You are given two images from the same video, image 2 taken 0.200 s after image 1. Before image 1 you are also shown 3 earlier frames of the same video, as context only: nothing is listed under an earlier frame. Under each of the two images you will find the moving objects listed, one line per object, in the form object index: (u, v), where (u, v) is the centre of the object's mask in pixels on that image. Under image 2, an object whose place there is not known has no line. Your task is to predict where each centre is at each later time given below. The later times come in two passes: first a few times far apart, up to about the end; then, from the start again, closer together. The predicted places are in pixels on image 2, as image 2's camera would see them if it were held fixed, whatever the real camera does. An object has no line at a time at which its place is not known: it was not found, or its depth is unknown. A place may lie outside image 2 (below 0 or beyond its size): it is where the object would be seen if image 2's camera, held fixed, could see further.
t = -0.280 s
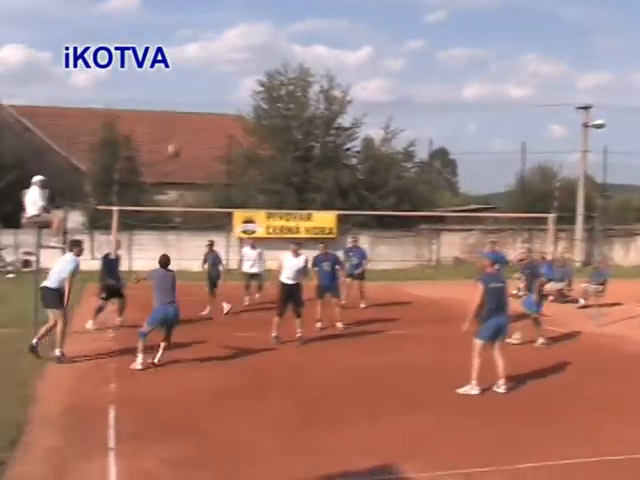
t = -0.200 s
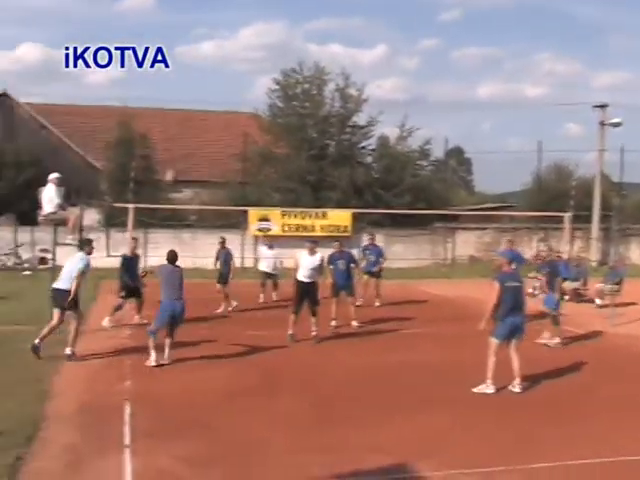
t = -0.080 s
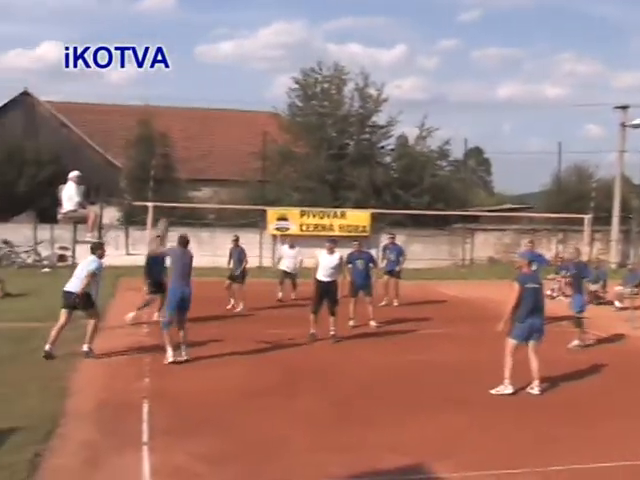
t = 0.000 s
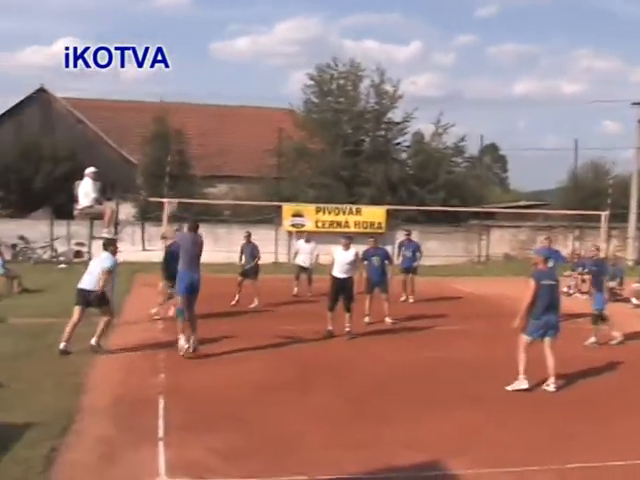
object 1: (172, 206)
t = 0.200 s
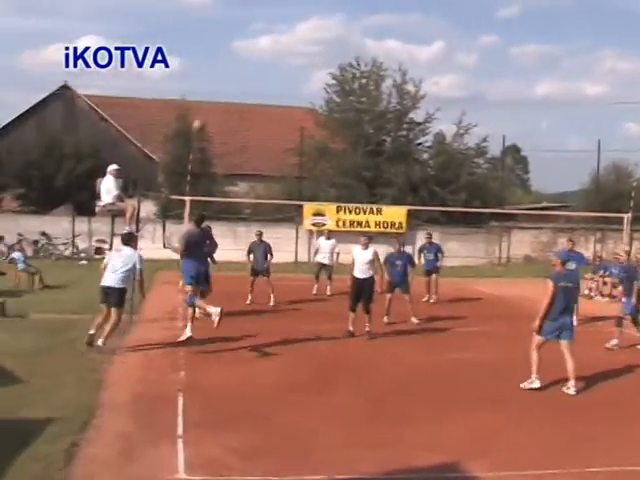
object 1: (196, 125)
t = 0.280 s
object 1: (201, 103)
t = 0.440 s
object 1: (202, 69)
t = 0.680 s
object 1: (204, 48)
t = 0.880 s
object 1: (205, 57)
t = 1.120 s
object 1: (203, 94)
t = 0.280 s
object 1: (201, 103)
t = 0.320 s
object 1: (201, 93)
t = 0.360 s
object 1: (201, 83)
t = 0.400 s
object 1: (202, 75)
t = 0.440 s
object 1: (202, 69)
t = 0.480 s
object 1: (203, 63)
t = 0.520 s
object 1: (203, 58)
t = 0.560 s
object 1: (203, 54)
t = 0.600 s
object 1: (204, 51)
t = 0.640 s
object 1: (205, 50)
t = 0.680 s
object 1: (204, 48)
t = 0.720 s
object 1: (205, 48)
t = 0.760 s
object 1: (205, 49)
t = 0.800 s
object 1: (205, 51)
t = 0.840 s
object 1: (205, 53)
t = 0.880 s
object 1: (205, 57)
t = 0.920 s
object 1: (204, 61)
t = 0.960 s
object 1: (205, 66)
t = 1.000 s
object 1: (204, 72)
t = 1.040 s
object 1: (204, 79)
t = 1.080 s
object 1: (203, 86)
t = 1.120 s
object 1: (203, 94)
